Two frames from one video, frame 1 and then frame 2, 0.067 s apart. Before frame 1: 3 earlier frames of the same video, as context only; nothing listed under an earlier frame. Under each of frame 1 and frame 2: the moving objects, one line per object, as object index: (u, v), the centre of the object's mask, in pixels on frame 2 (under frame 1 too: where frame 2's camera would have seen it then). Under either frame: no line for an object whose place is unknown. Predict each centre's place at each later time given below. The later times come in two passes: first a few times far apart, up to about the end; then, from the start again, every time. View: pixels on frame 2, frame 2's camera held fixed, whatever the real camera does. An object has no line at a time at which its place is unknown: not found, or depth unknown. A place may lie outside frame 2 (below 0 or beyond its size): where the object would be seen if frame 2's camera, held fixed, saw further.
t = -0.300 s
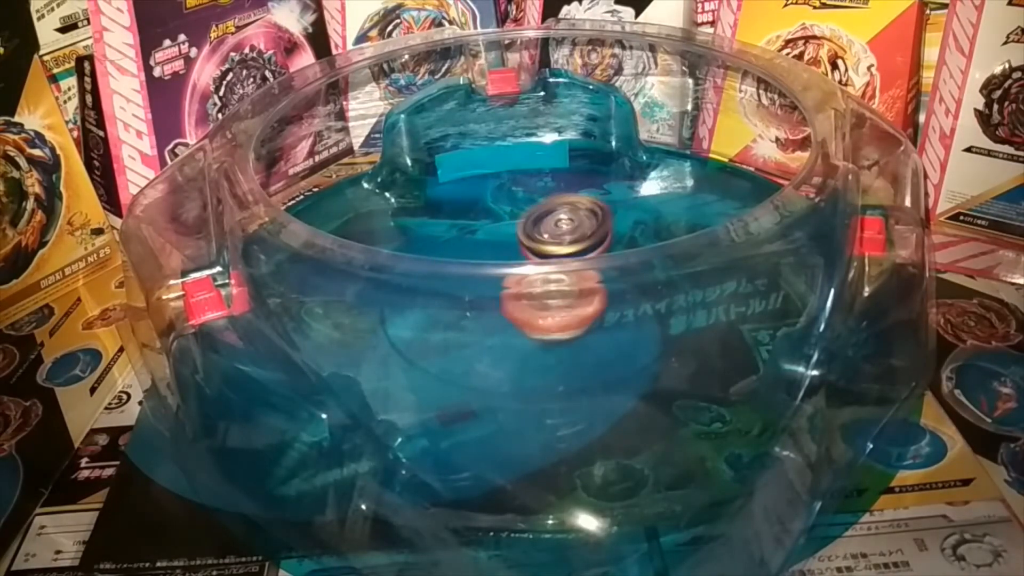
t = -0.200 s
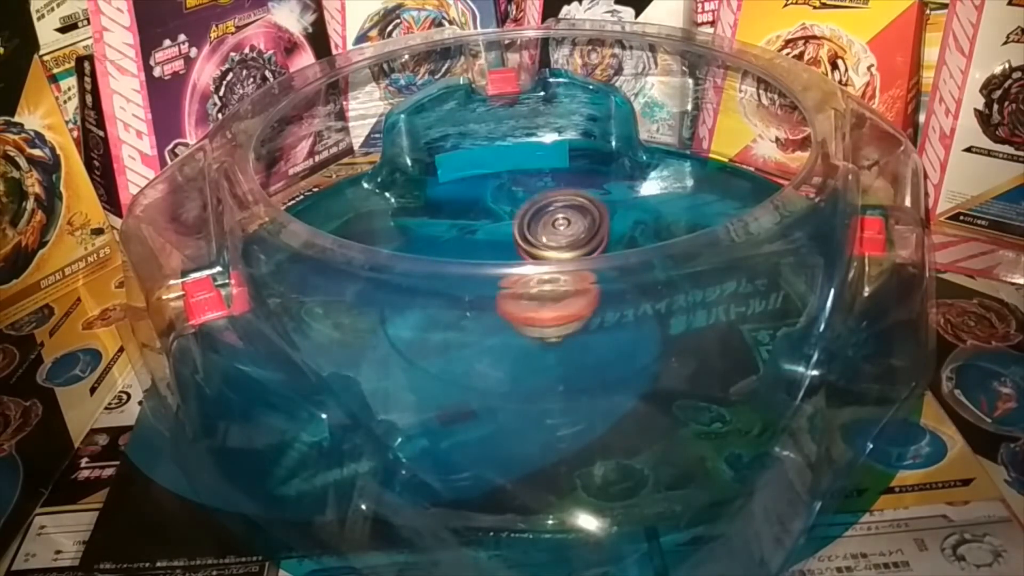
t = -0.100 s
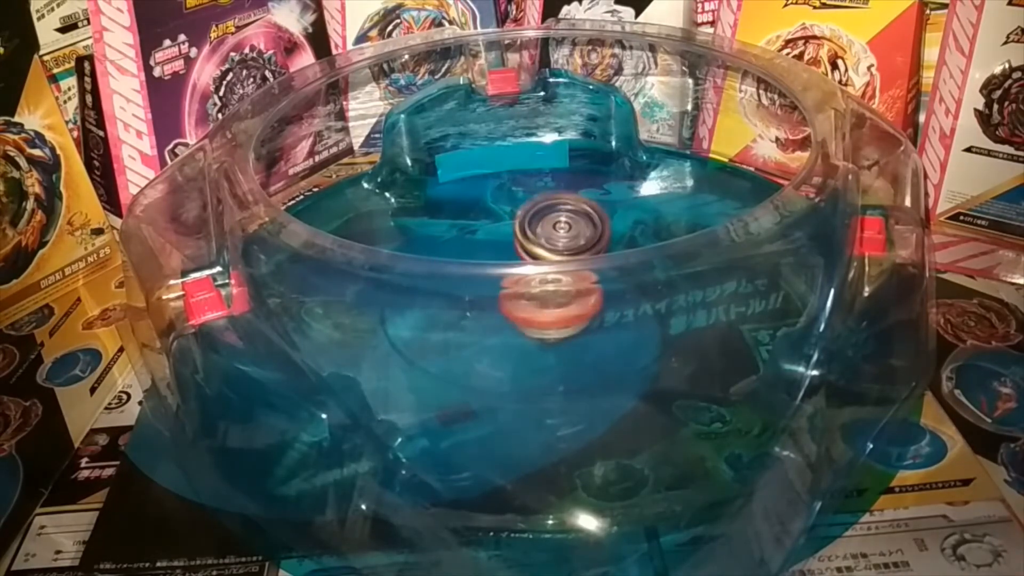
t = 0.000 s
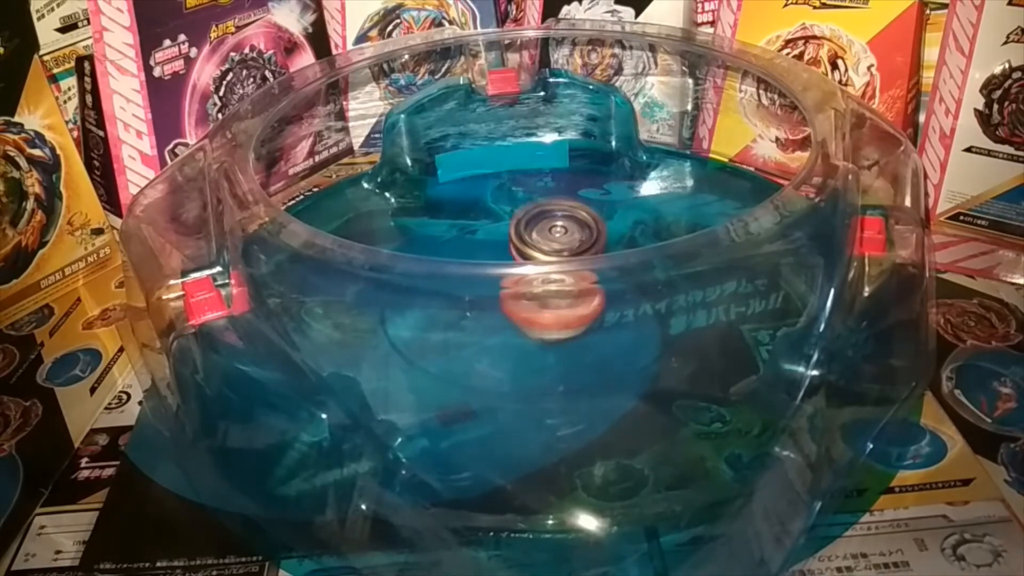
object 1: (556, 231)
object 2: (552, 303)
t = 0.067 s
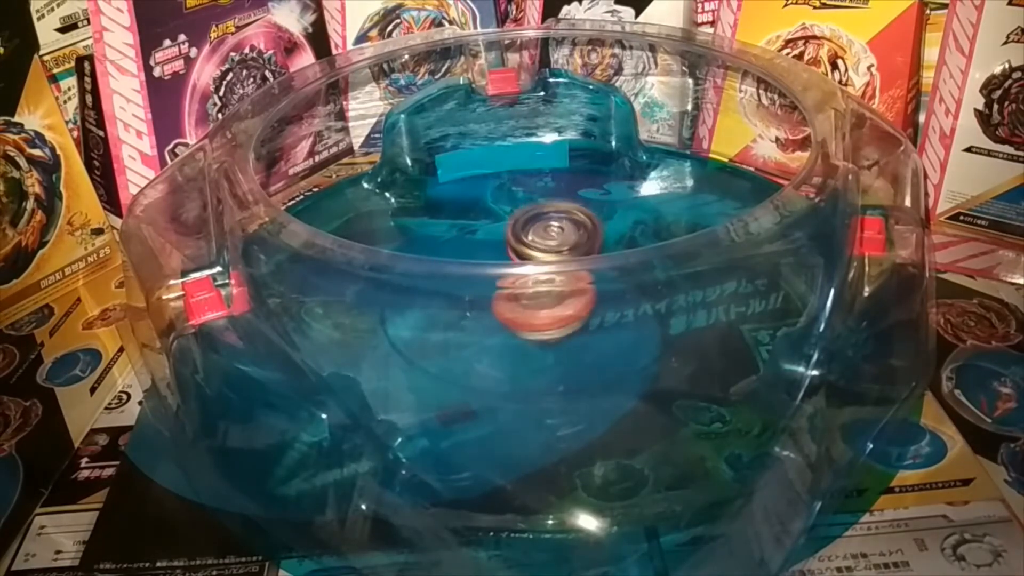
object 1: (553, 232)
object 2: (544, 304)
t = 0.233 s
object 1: (552, 233)
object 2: (544, 303)
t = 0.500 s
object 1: (552, 229)
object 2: (540, 304)
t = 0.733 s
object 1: (554, 233)
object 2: (540, 305)
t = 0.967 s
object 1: (553, 222)
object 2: (540, 305)
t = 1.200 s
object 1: (556, 228)
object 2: (543, 304)
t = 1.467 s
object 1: (550, 228)
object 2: (525, 320)
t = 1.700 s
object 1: (562, 221)
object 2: (516, 321)
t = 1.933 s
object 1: (548, 238)
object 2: (524, 310)
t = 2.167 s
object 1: (547, 239)
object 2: (526, 314)
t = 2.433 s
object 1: (552, 240)
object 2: (539, 313)
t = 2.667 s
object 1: (559, 237)
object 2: (531, 313)
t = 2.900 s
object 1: (556, 235)
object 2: (542, 309)
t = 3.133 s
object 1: (556, 230)
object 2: (520, 322)
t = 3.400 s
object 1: (554, 229)
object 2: (529, 308)
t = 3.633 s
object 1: (545, 236)
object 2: (539, 316)
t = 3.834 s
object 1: (549, 248)
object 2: (553, 326)
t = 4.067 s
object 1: (551, 244)
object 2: (552, 318)
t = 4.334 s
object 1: (562, 241)
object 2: (551, 318)
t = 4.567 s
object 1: (551, 238)
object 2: (556, 320)
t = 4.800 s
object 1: (536, 255)
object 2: (569, 313)
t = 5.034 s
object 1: (499, 251)
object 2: (585, 312)
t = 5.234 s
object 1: (497, 262)
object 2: (567, 317)
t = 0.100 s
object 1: (551, 231)
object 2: (542, 304)
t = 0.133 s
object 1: (549, 232)
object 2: (543, 303)
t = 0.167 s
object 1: (551, 232)
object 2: (546, 303)
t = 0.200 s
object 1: (551, 232)
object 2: (545, 304)
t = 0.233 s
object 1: (552, 233)
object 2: (544, 303)
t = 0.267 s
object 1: (551, 233)
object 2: (544, 303)
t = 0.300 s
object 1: (551, 233)
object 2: (544, 304)
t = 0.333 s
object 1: (550, 230)
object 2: (540, 306)
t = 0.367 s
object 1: (550, 229)
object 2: (537, 305)
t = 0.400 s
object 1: (548, 229)
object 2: (540, 304)
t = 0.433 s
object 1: (550, 229)
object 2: (543, 305)
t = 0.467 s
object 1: (552, 229)
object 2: (543, 305)
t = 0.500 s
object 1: (552, 229)
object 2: (540, 304)
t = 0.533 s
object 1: (553, 230)
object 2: (542, 304)
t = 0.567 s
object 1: (553, 231)
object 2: (546, 304)
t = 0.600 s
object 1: (555, 231)
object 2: (546, 305)
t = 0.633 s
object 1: (555, 232)
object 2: (545, 304)
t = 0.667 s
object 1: (556, 233)
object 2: (545, 304)
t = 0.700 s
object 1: (555, 234)
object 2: (543, 304)
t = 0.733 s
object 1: (554, 233)
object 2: (540, 305)
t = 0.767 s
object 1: (552, 233)
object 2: (538, 303)
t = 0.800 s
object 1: (552, 231)
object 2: (538, 305)
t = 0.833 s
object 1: (553, 229)
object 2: (536, 306)
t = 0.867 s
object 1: (553, 226)
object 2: (536, 305)
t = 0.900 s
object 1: (555, 224)
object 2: (539, 305)
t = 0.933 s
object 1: (553, 223)
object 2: (541, 305)
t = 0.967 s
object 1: (553, 222)
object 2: (540, 305)
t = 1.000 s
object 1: (553, 222)
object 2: (539, 305)
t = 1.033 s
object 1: (555, 222)
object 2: (540, 304)
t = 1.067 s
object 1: (557, 222)
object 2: (542, 304)
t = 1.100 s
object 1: (557, 222)
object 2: (543, 305)
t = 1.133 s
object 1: (558, 224)
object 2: (541, 305)
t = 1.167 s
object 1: (556, 225)
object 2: (542, 304)
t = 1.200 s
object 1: (556, 228)
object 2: (543, 304)
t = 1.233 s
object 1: (551, 231)
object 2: (545, 304)
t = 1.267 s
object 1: (549, 234)
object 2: (542, 306)
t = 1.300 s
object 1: (548, 234)
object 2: (537, 306)
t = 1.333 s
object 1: (548, 235)
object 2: (533, 306)
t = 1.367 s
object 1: (548, 235)
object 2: (529, 306)
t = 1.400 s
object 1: (545, 235)
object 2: (531, 305)
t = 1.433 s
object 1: (548, 232)
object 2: (529, 310)
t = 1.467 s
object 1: (550, 228)
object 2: (525, 320)
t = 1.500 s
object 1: (554, 225)
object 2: (521, 322)
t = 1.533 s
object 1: (556, 222)
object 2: (520, 323)
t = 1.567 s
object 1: (556, 221)
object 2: (519, 323)
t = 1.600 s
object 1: (556, 220)
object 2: (518, 323)
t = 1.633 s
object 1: (557, 220)
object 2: (519, 322)
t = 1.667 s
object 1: (558, 220)
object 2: (517, 322)
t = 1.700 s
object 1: (562, 221)
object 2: (516, 321)
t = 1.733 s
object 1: (562, 221)
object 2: (515, 316)
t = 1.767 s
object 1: (562, 223)
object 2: (515, 314)
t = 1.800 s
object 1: (560, 225)
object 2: (517, 312)
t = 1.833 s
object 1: (558, 228)
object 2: (519, 310)
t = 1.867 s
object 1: (554, 232)
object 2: (523, 309)
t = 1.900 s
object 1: (552, 235)
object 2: (527, 309)
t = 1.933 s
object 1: (548, 238)
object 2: (524, 310)
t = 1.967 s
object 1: (546, 238)
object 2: (522, 311)
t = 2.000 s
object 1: (547, 238)
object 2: (520, 312)
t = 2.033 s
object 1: (547, 238)
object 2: (520, 312)
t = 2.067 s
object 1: (548, 239)
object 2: (523, 311)
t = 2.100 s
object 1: (546, 239)
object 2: (526, 310)
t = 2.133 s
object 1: (546, 239)
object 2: (528, 312)
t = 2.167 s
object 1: (547, 239)
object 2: (526, 314)
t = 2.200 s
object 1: (546, 238)
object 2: (527, 314)
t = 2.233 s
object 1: (546, 238)
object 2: (528, 318)
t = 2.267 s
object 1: (549, 238)
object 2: (529, 319)
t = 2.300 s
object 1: (550, 239)
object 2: (530, 319)
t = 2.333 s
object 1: (552, 239)
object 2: (532, 319)
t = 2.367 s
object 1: (552, 240)
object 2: (535, 319)
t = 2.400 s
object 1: (551, 240)
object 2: (537, 315)
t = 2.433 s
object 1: (552, 240)
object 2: (539, 313)
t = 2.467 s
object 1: (553, 240)
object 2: (538, 312)
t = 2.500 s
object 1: (555, 241)
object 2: (539, 312)
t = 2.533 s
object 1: (558, 241)
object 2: (537, 313)
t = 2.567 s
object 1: (558, 240)
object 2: (535, 312)
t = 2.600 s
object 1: (557, 240)
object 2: (535, 311)
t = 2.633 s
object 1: (559, 239)
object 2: (534, 312)
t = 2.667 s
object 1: (559, 237)
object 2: (531, 313)
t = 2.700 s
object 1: (561, 235)
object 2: (529, 311)
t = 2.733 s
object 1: (562, 234)
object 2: (532, 309)
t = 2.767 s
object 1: (559, 234)
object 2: (537, 308)
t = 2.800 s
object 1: (557, 234)
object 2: (541, 308)
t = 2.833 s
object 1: (558, 234)
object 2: (544, 309)
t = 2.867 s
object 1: (557, 234)
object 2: (544, 309)
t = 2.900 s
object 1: (556, 235)
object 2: (542, 309)
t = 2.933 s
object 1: (556, 236)
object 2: (542, 309)
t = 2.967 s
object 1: (554, 236)
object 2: (539, 311)
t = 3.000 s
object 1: (551, 236)
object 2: (534, 311)
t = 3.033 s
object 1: (549, 236)
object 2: (534, 309)
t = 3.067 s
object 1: (552, 236)
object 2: (529, 313)
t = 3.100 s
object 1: (553, 232)
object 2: (525, 318)
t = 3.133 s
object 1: (556, 230)
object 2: (520, 322)
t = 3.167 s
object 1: (557, 229)
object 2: (522, 320)
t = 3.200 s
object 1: (554, 228)
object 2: (524, 320)
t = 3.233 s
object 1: (554, 227)
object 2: (521, 316)
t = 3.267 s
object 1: (555, 227)
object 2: (522, 313)
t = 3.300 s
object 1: (555, 227)
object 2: (523, 312)
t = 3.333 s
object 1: (555, 228)
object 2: (526, 311)
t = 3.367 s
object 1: (555, 228)
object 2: (528, 310)
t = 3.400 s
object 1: (554, 229)
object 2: (529, 308)
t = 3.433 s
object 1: (552, 230)
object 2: (532, 309)
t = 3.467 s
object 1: (552, 231)
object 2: (532, 308)
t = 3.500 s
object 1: (551, 232)
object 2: (532, 307)
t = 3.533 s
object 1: (548, 234)
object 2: (531, 310)
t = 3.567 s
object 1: (546, 235)
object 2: (533, 311)
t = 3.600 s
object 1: (546, 236)
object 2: (536, 314)
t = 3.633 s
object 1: (545, 236)
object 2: (539, 316)
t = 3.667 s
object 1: (544, 235)
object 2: (543, 318)
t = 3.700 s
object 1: (545, 234)
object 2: (547, 319)
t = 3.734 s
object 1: (549, 233)
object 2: (549, 321)
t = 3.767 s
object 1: (551, 244)
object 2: (549, 329)
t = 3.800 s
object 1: (551, 246)
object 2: (550, 328)
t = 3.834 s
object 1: (549, 248)
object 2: (553, 326)
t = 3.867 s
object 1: (549, 249)
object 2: (553, 324)
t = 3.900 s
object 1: (550, 251)
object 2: (554, 321)
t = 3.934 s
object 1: (553, 254)
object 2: (555, 320)
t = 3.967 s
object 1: (554, 256)
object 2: (555, 320)
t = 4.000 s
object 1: (553, 255)
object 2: (555, 322)
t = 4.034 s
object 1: (553, 255)
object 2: (555, 322)
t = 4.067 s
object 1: (551, 244)
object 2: (552, 318)
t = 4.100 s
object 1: (551, 241)
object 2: (555, 318)
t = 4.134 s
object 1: (552, 240)
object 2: (556, 319)
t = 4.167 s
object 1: (555, 239)
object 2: (556, 319)
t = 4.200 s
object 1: (559, 239)
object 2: (556, 318)
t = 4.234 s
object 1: (562, 239)
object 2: (556, 319)
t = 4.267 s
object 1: (564, 240)
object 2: (555, 318)
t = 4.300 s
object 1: (564, 241)
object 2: (554, 317)
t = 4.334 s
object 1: (562, 241)
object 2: (551, 318)
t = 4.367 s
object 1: (562, 241)
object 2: (549, 318)
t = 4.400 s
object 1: (562, 241)
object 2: (551, 319)
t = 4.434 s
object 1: (560, 241)
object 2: (554, 320)
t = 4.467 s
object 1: (555, 251)
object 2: (555, 328)
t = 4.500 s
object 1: (551, 251)
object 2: (555, 329)
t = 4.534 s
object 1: (550, 249)
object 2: (556, 327)
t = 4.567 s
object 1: (551, 238)
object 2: (556, 320)
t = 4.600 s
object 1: (548, 248)
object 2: (555, 321)
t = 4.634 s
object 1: (546, 249)
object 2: (555, 322)
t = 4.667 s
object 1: (546, 253)
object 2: (556, 321)
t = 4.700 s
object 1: (542, 250)
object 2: (558, 318)
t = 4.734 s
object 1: (539, 251)
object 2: (561, 316)
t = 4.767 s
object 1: (538, 254)
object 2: (564, 314)
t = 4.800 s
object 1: (536, 255)
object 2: (569, 313)
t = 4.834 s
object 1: (527, 253)
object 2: (577, 312)
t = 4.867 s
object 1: (520, 254)
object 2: (583, 312)
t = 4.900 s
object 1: (514, 253)
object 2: (586, 312)
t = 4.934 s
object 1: (508, 253)
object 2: (588, 312)
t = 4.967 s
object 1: (504, 251)
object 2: (589, 312)
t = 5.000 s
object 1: (502, 253)
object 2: (588, 312)
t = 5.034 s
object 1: (499, 251)
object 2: (585, 312)
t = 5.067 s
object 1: (499, 253)
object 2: (581, 312)
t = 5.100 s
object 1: (498, 254)
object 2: (577, 310)
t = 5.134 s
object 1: (496, 257)
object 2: (571, 313)
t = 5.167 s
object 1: (496, 260)
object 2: (568, 315)
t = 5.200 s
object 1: (497, 262)
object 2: (567, 316)
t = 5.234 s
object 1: (497, 262)
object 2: (567, 317)
